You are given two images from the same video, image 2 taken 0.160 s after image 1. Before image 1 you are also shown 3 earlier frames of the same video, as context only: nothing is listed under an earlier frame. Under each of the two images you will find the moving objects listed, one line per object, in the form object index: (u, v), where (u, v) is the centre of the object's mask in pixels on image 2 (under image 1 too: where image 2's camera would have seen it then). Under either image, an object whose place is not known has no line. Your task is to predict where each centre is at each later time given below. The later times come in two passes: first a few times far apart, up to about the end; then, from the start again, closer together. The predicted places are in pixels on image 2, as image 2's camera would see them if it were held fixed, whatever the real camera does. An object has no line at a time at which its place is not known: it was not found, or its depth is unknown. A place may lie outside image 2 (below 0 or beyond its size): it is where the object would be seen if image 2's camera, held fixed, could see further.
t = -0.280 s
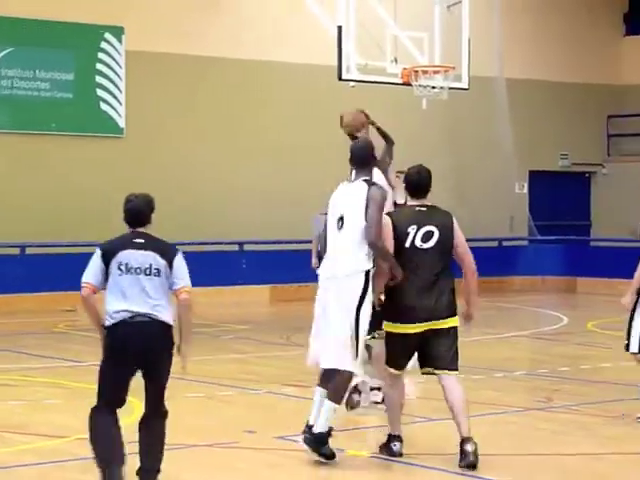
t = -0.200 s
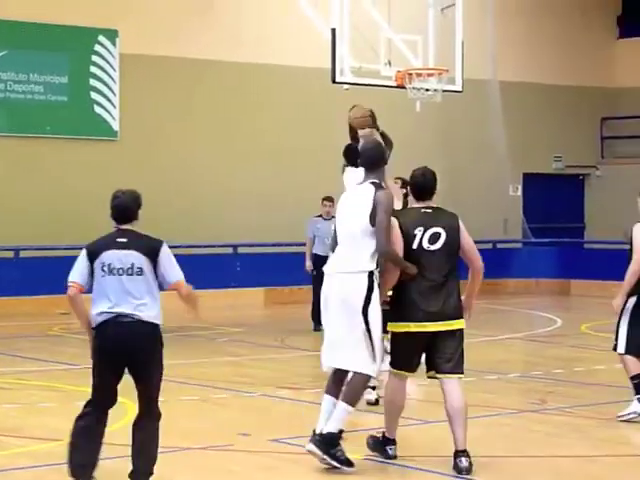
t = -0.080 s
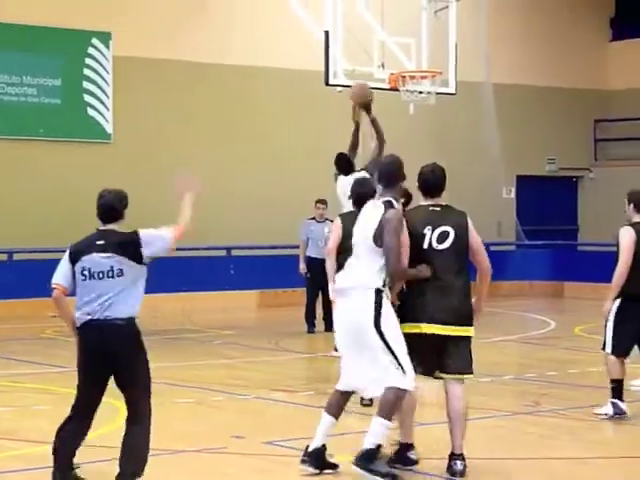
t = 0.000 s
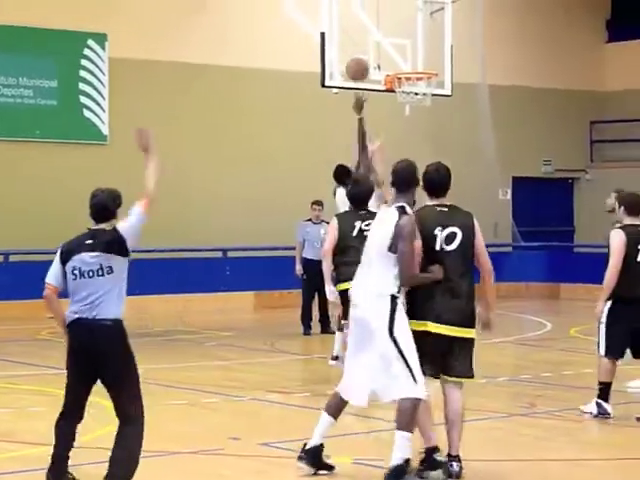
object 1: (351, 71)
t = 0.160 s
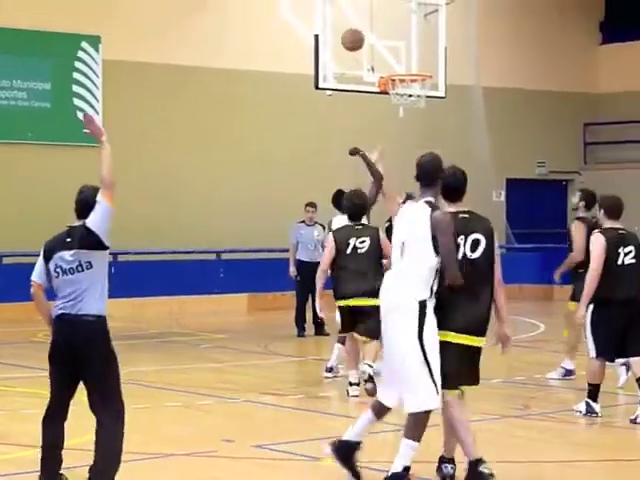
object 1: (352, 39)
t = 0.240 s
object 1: (353, 33)
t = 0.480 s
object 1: (361, 48)
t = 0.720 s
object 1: (379, 95)
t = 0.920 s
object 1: (376, 164)
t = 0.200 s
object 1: (353, 36)
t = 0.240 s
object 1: (353, 33)
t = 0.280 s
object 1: (353, 33)
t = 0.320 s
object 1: (354, 33)
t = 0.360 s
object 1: (354, 36)
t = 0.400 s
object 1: (355, 39)
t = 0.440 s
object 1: (357, 43)
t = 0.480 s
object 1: (361, 48)
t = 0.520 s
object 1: (366, 53)
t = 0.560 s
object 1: (371, 60)
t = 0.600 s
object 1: (375, 70)
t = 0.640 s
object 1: (379, 79)
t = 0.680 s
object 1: (379, 86)
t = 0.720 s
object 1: (379, 95)
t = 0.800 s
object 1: (378, 118)
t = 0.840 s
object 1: (377, 131)
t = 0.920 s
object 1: (376, 164)
